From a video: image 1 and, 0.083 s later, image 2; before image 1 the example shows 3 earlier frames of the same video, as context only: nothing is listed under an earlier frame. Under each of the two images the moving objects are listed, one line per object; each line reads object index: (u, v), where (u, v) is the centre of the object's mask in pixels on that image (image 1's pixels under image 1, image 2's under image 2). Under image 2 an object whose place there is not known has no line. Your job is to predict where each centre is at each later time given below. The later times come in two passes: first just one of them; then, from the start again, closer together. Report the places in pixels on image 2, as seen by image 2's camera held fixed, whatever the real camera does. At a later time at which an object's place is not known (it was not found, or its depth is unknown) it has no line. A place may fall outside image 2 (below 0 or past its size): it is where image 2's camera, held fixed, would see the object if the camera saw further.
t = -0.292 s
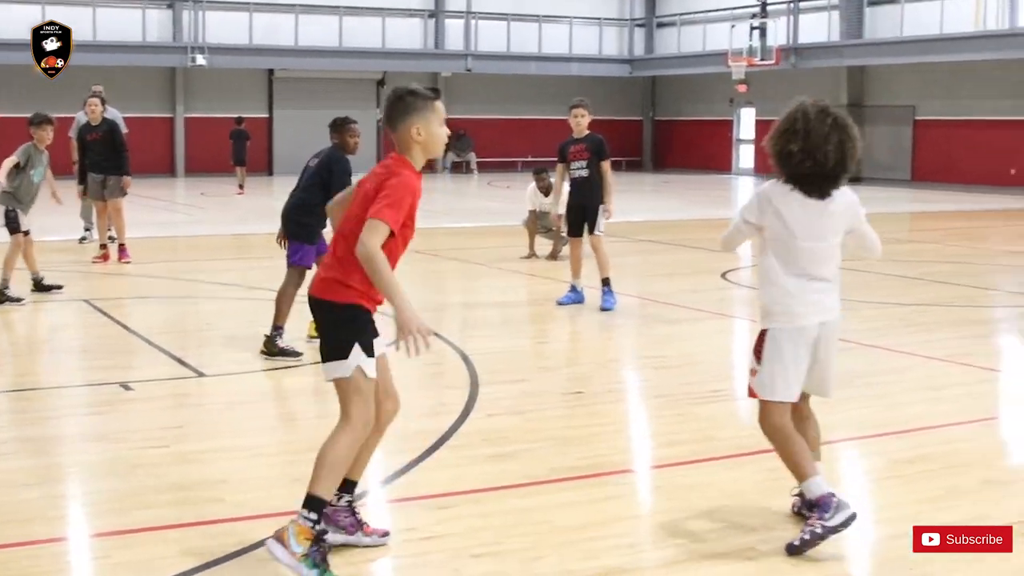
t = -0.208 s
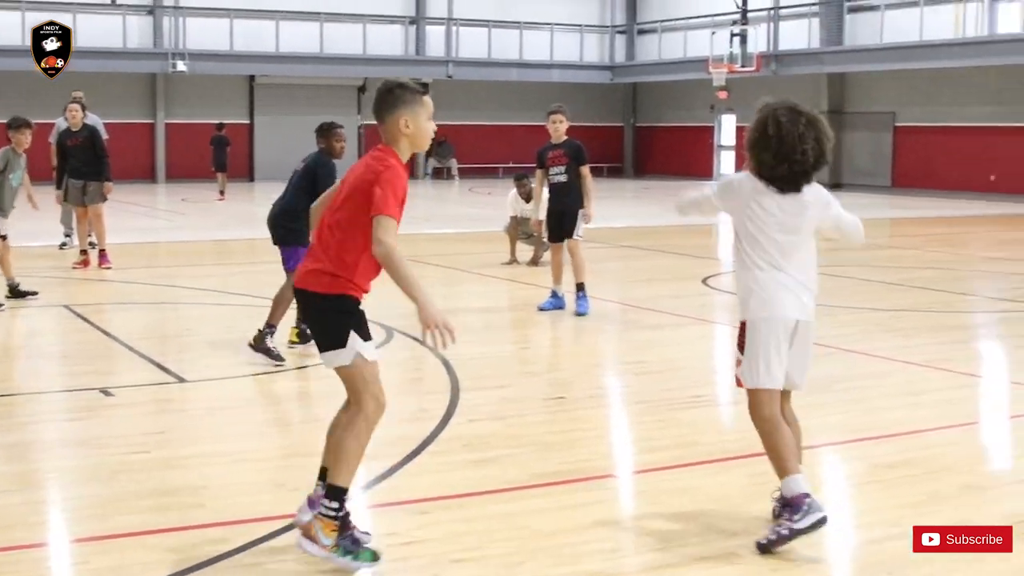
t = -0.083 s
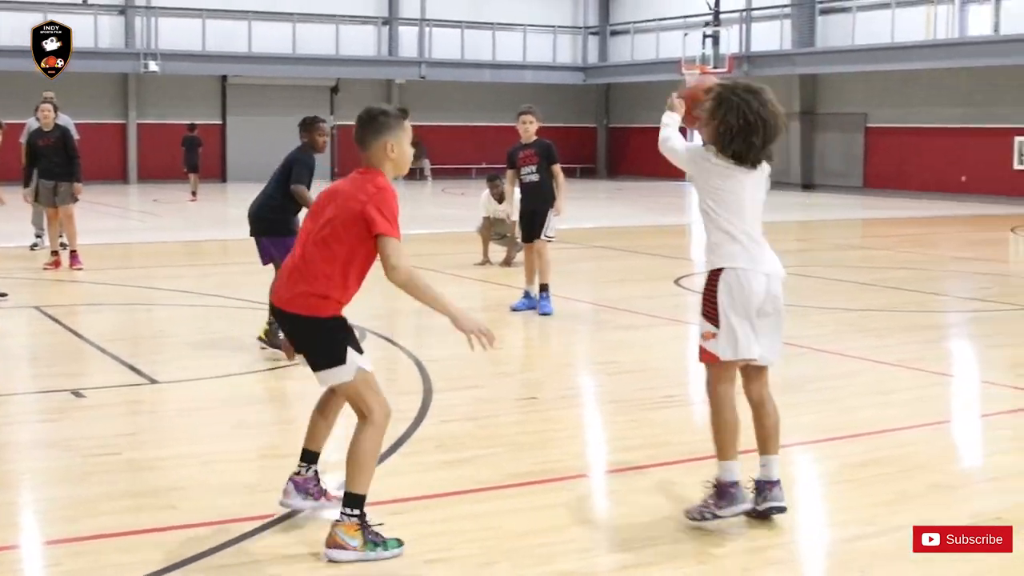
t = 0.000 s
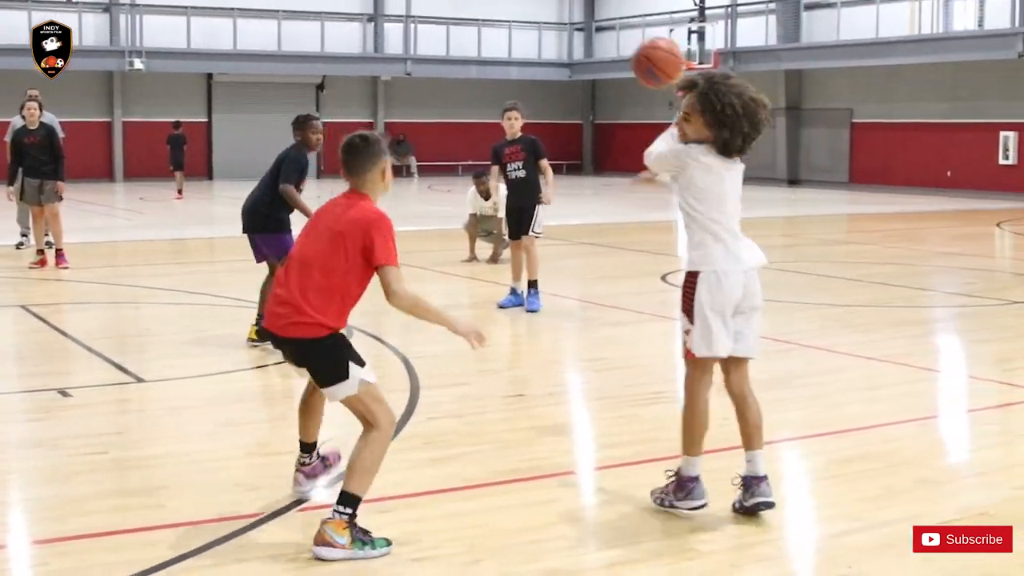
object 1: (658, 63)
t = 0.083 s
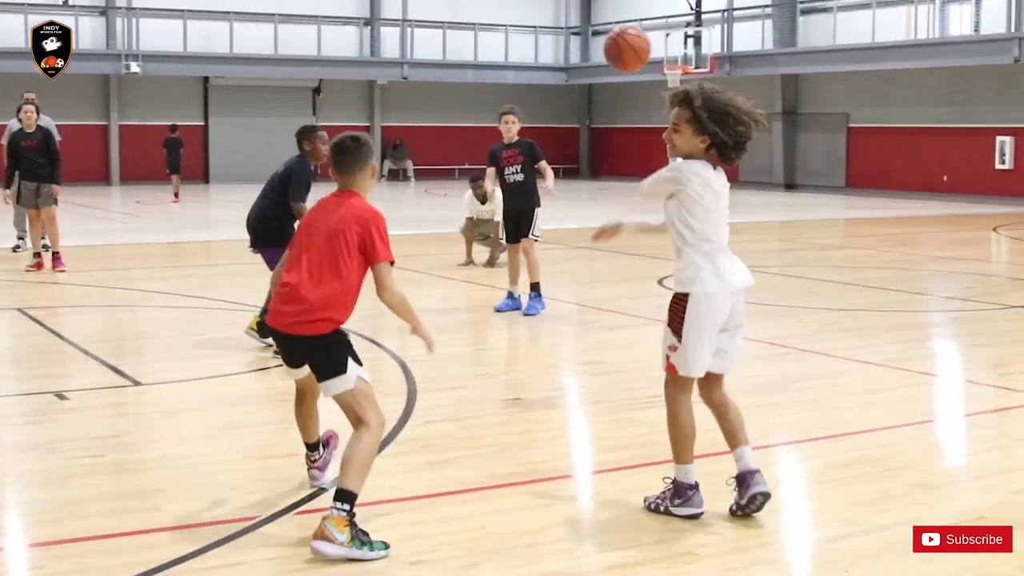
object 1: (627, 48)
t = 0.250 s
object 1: (589, 59)
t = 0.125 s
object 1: (618, 46)
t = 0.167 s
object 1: (606, 47)
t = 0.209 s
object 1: (598, 50)
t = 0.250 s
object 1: (589, 59)
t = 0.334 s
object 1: (573, 81)
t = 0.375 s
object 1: (567, 92)
